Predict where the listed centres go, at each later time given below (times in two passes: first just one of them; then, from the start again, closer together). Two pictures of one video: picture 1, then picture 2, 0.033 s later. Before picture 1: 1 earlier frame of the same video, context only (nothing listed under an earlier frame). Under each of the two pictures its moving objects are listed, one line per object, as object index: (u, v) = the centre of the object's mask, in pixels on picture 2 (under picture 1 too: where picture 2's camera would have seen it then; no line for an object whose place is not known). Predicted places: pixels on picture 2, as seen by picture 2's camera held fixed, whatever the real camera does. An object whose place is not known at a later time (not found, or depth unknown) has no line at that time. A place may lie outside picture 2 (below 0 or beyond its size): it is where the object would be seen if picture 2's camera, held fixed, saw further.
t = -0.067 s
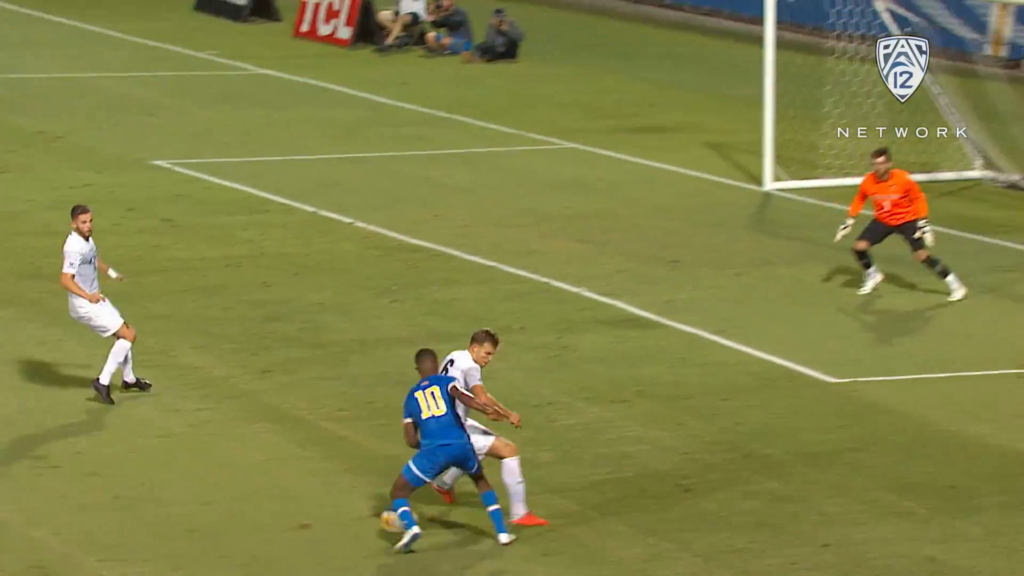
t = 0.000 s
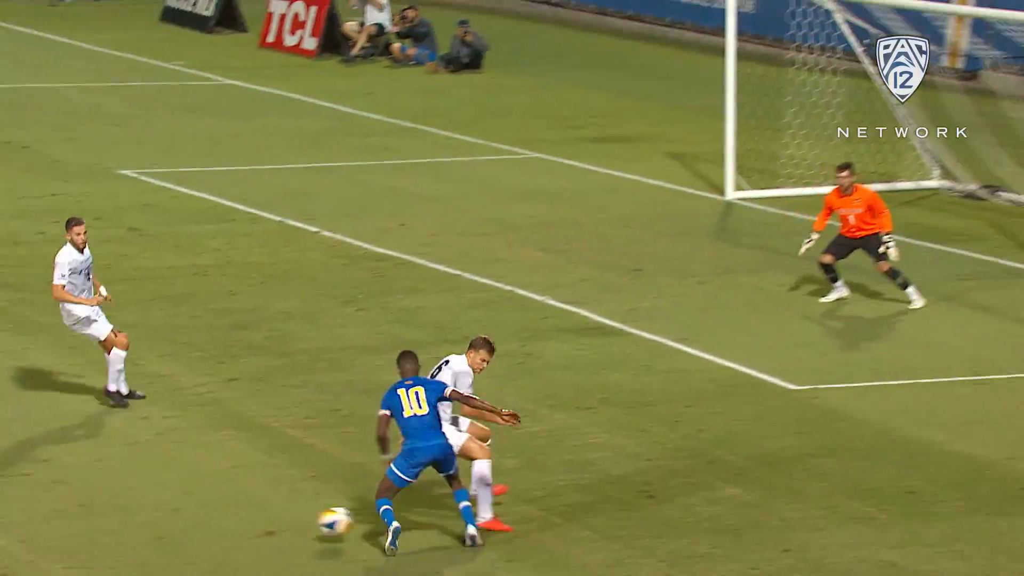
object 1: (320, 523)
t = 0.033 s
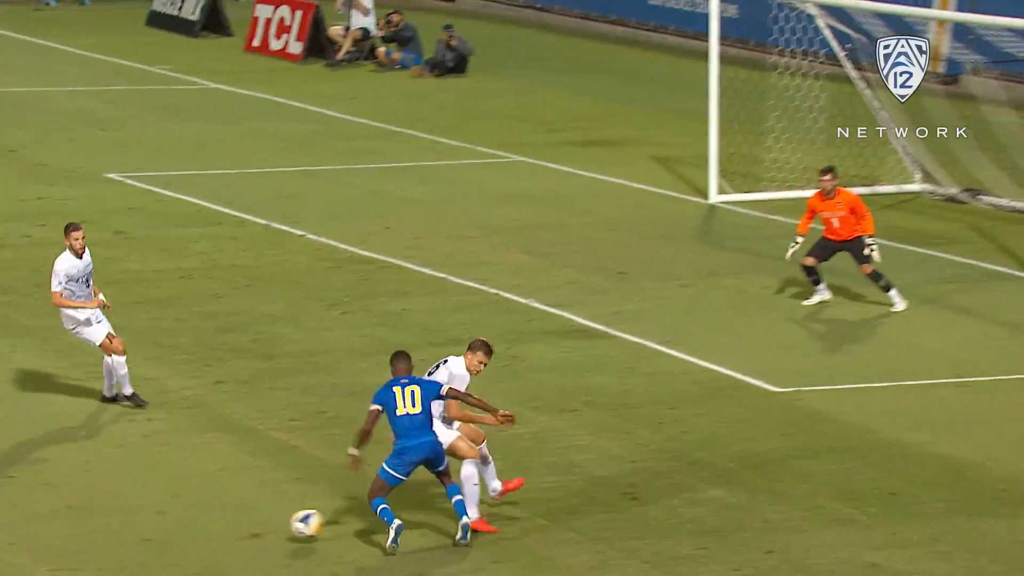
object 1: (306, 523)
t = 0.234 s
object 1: (238, 516)
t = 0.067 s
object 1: (293, 526)
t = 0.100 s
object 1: (280, 527)
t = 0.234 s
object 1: (238, 516)
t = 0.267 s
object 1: (227, 517)
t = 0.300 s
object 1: (218, 518)
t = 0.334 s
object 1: (209, 514)
